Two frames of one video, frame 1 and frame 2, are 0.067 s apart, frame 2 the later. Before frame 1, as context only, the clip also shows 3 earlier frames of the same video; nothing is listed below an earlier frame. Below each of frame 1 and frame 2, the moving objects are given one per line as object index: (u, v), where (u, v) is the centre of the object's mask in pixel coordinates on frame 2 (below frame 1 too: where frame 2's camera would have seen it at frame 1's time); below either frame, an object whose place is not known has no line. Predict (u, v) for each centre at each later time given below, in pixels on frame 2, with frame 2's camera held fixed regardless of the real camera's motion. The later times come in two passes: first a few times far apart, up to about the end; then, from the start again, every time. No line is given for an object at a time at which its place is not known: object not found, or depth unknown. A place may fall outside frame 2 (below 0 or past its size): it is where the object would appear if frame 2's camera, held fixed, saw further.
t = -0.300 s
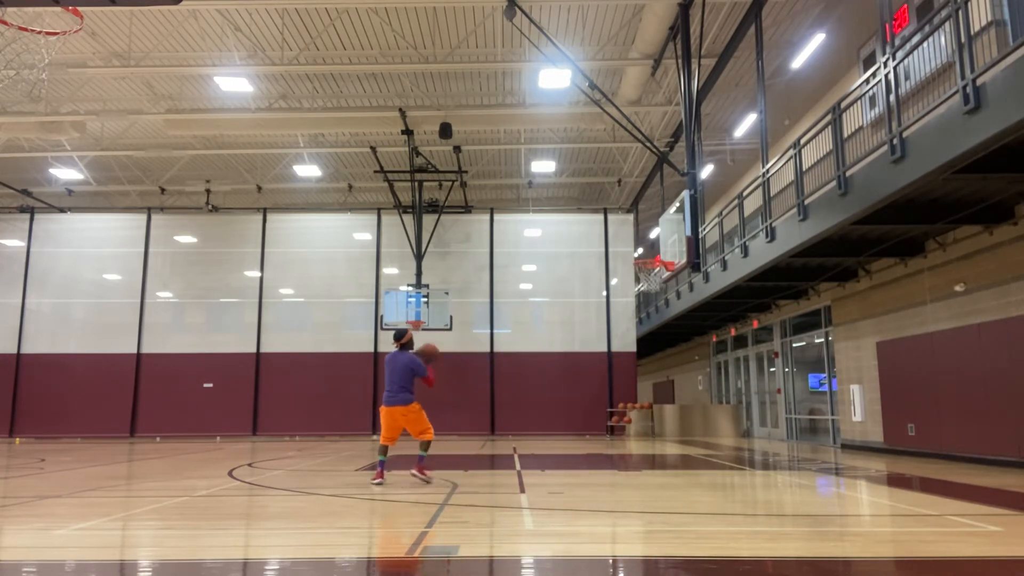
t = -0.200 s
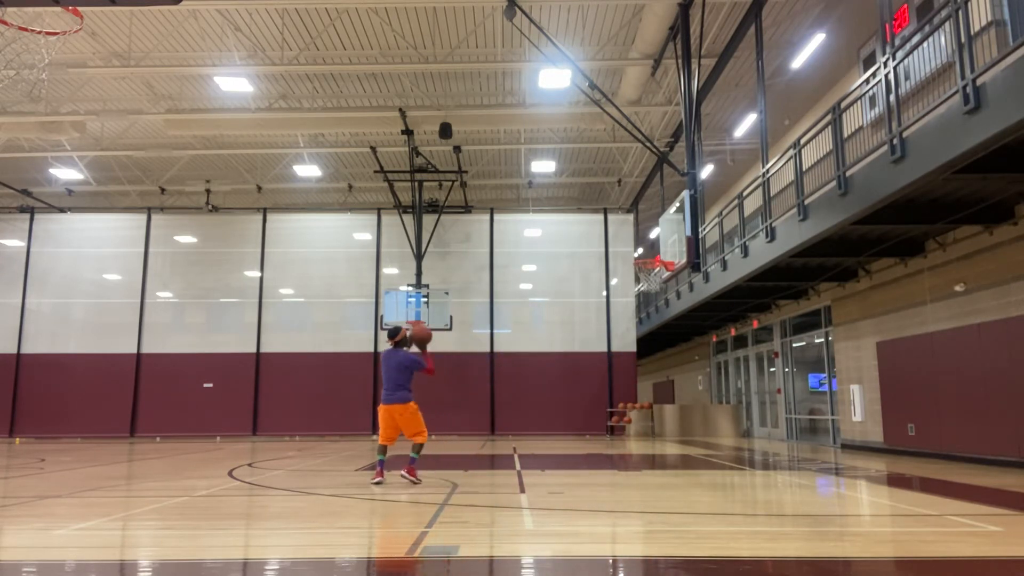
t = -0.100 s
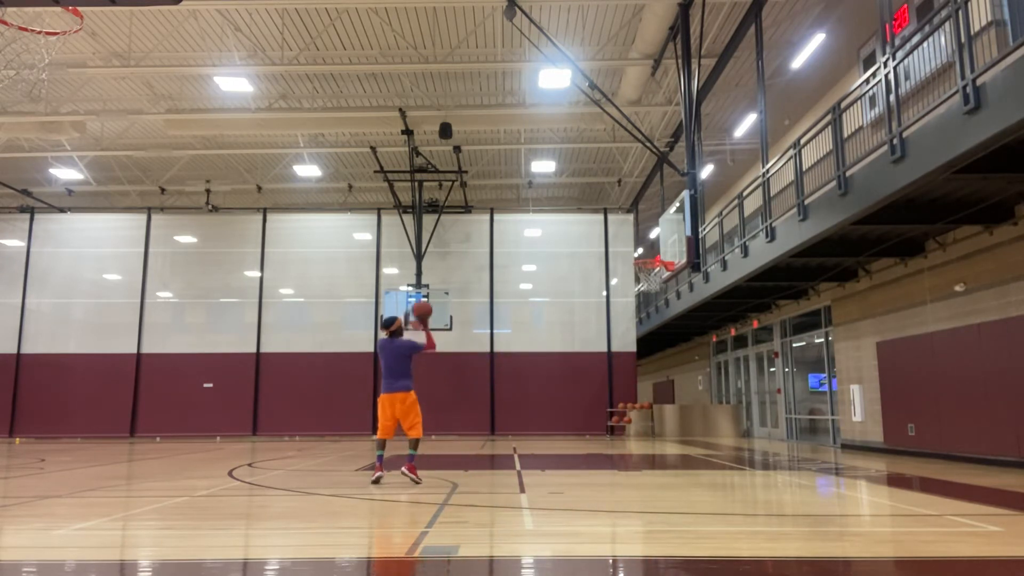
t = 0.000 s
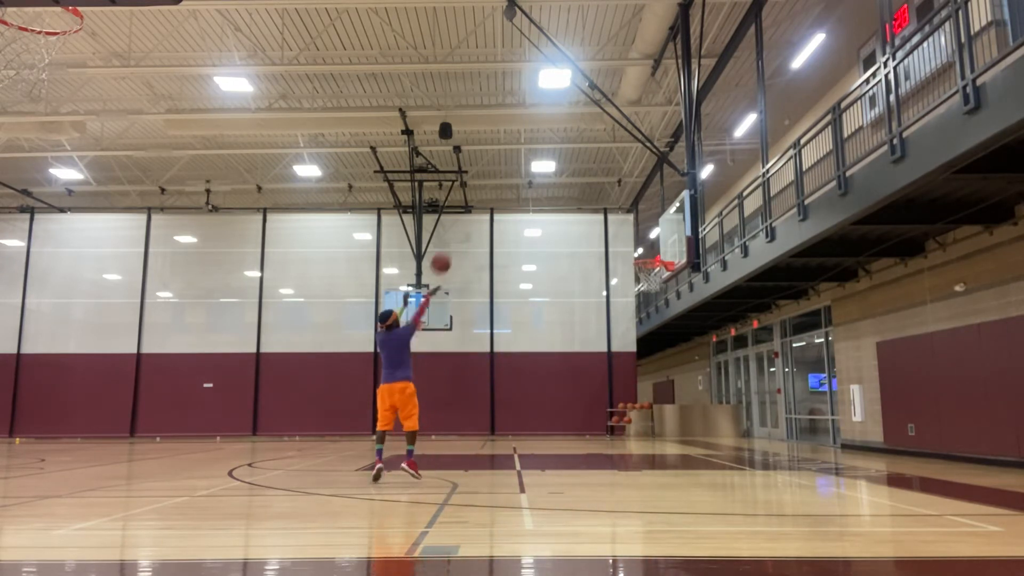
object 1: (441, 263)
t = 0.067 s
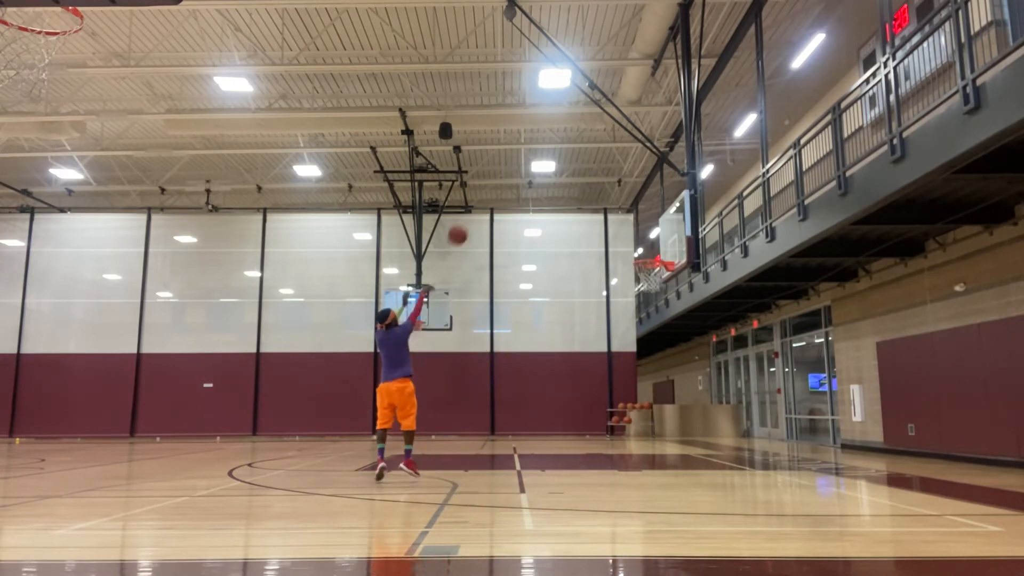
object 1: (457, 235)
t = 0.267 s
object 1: (502, 179)
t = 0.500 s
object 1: (546, 155)
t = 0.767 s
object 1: (589, 176)
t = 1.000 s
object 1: (622, 225)
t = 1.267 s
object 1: (655, 252)
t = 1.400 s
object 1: (660, 237)
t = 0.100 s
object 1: (465, 223)
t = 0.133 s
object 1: (473, 211)
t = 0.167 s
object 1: (480, 202)
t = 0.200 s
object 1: (487, 194)
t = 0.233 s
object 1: (495, 185)
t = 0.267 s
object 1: (502, 179)
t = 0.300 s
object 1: (509, 173)
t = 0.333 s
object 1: (515, 168)
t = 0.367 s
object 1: (521, 163)
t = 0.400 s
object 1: (527, 159)
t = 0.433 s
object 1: (533, 157)
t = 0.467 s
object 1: (538, 155)
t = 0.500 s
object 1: (546, 155)
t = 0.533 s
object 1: (553, 155)
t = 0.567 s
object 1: (558, 156)
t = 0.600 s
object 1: (563, 158)
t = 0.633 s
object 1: (568, 160)
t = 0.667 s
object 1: (572, 162)
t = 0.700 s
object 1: (578, 167)
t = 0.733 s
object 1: (583, 170)
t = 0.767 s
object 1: (589, 176)
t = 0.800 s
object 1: (593, 180)
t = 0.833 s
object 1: (598, 187)
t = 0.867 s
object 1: (603, 193)
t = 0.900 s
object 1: (608, 200)
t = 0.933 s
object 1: (612, 208)
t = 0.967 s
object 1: (617, 217)
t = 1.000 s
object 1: (622, 225)
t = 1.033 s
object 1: (626, 235)
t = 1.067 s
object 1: (631, 245)
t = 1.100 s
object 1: (635, 255)
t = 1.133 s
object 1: (640, 255)
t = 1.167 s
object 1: (647, 255)
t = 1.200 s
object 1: (650, 255)
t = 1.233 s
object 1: (654, 255)
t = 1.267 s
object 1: (655, 252)
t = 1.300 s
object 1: (656, 247)
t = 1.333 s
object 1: (658, 244)
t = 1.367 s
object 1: (659, 240)
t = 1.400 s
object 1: (660, 237)
